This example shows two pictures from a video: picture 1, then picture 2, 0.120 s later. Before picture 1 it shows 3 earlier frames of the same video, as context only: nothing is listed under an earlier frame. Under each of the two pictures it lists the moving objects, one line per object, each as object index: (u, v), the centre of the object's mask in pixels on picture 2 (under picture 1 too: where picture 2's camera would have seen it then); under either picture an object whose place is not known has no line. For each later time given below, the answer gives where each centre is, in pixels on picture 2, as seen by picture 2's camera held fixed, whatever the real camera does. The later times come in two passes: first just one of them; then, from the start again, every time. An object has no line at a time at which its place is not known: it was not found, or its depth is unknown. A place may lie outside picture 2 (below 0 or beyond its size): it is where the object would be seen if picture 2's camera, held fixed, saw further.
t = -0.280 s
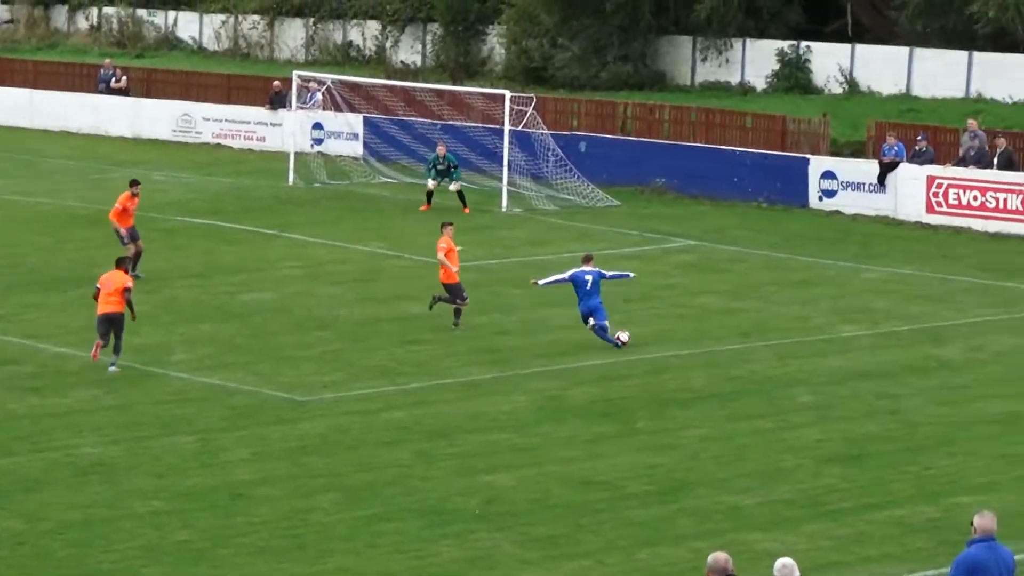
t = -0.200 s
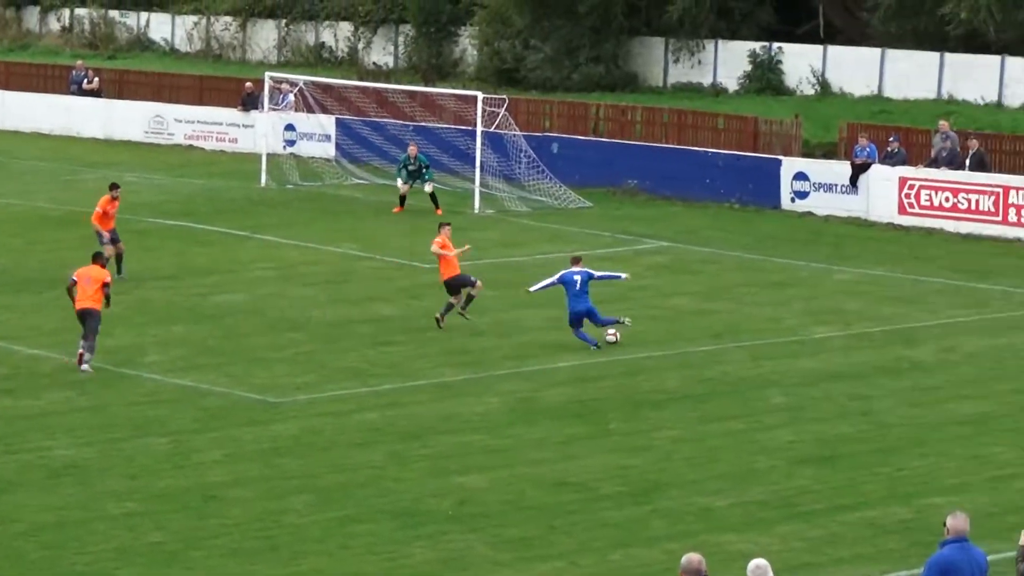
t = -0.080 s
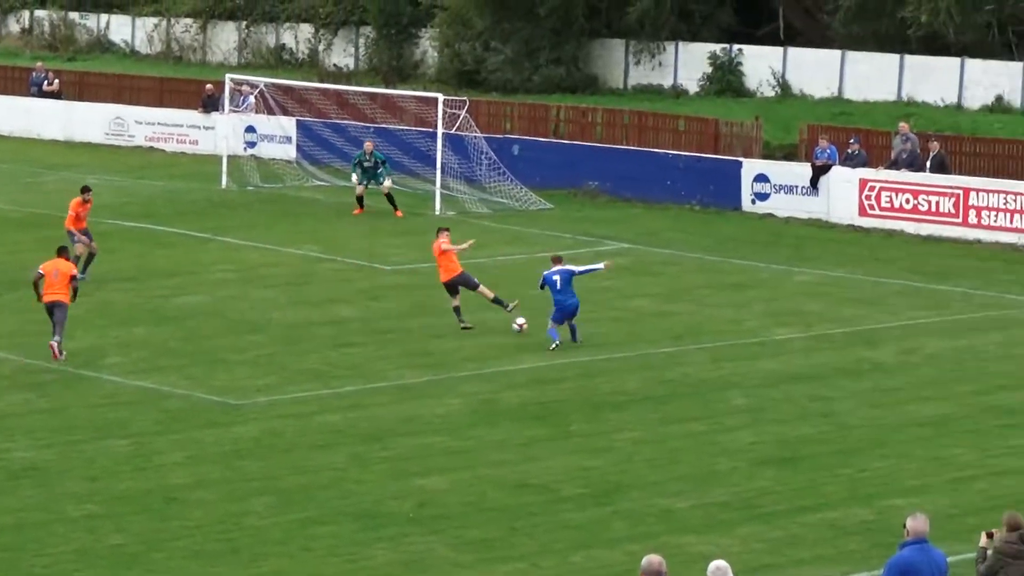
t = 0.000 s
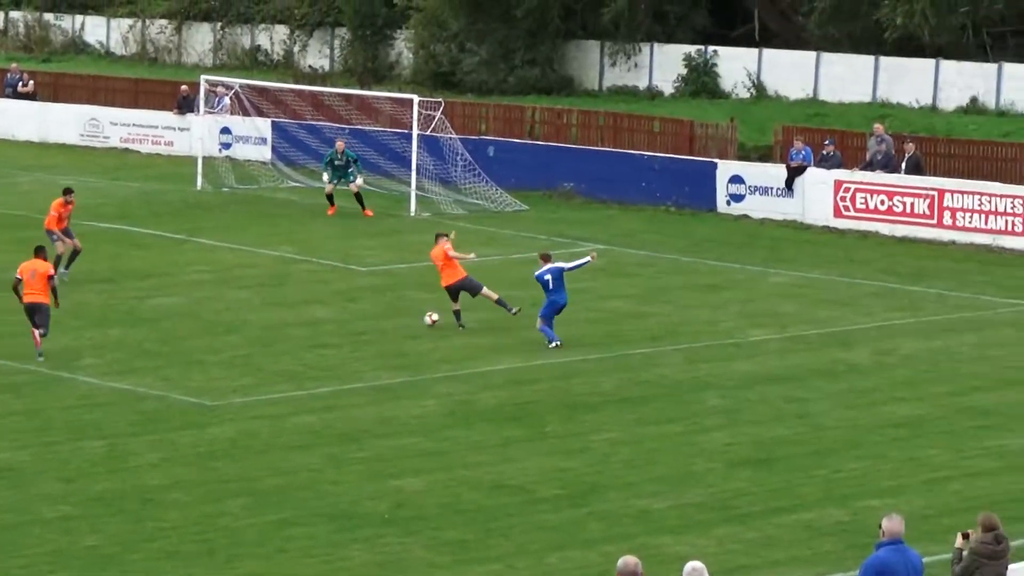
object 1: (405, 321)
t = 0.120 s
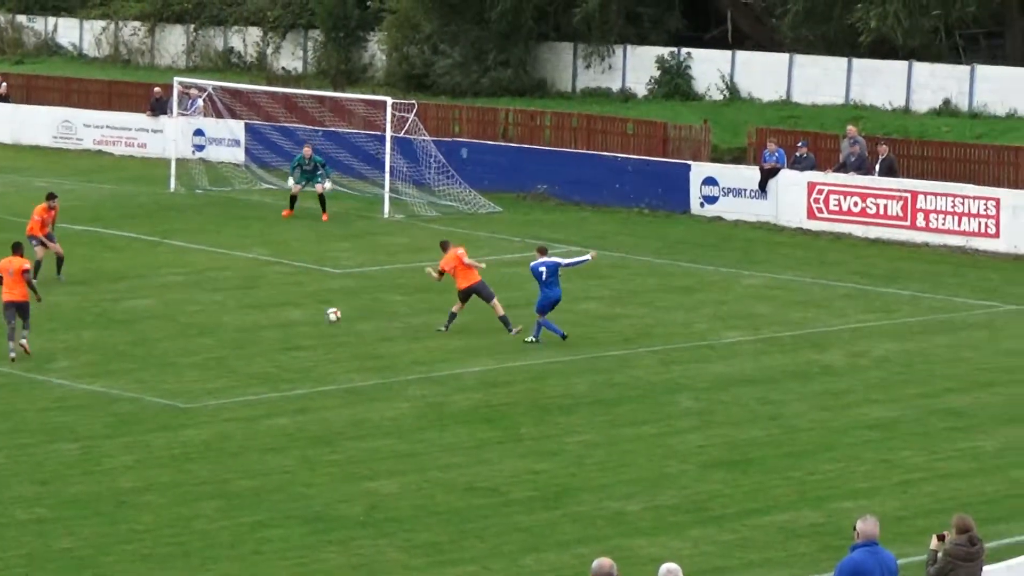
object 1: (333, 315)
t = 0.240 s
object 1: (277, 307)
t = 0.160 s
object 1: (314, 311)
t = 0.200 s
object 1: (296, 308)
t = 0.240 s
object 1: (277, 307)
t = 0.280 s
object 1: (258, 306)
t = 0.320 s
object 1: (239, 306)
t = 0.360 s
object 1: (221, 306)
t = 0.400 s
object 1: (202, 308)
